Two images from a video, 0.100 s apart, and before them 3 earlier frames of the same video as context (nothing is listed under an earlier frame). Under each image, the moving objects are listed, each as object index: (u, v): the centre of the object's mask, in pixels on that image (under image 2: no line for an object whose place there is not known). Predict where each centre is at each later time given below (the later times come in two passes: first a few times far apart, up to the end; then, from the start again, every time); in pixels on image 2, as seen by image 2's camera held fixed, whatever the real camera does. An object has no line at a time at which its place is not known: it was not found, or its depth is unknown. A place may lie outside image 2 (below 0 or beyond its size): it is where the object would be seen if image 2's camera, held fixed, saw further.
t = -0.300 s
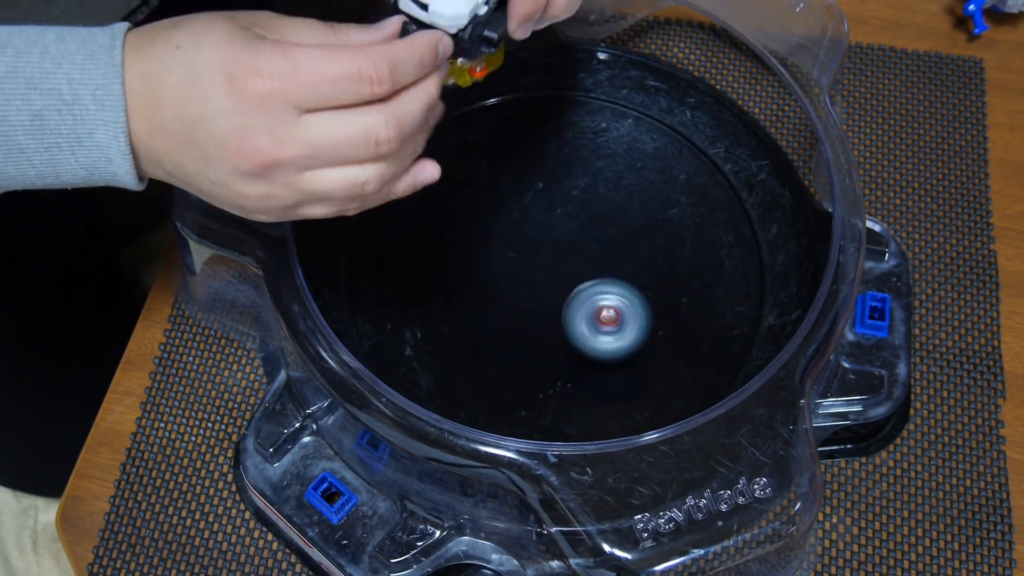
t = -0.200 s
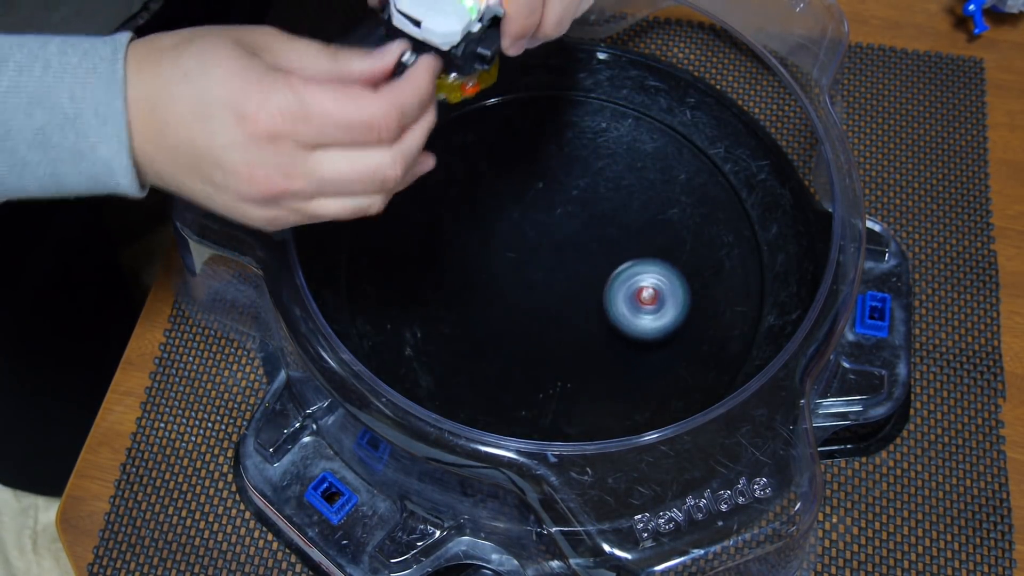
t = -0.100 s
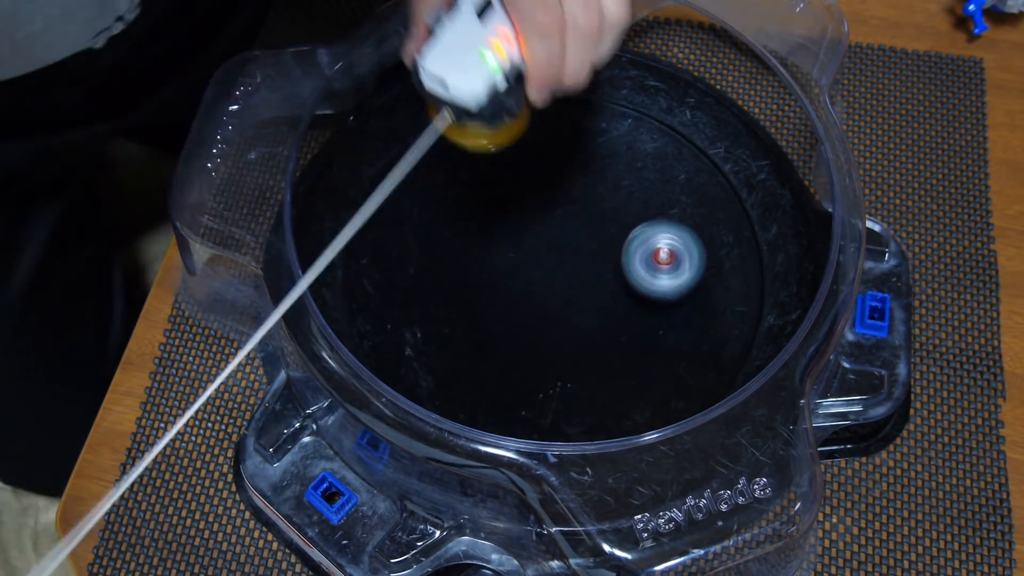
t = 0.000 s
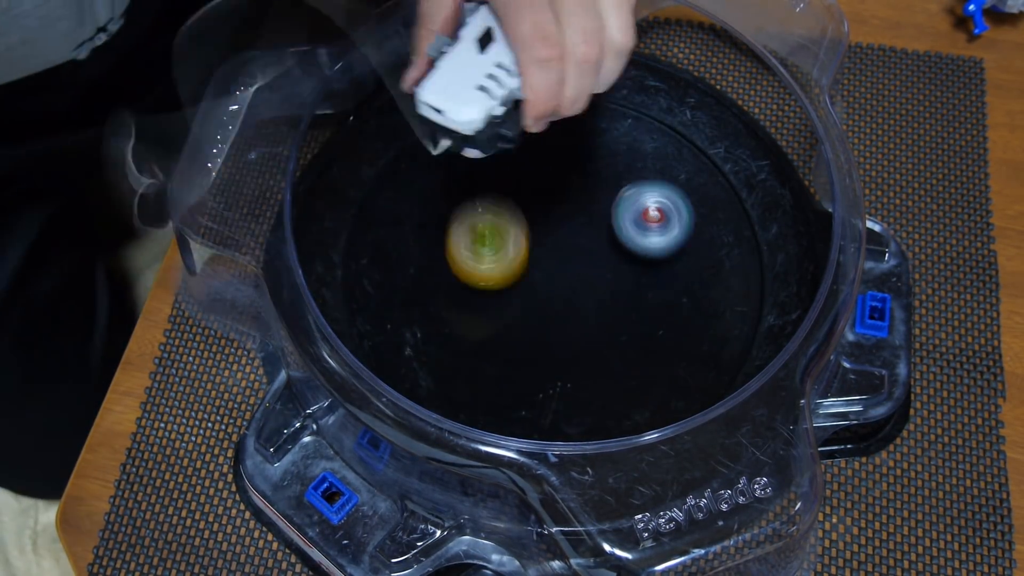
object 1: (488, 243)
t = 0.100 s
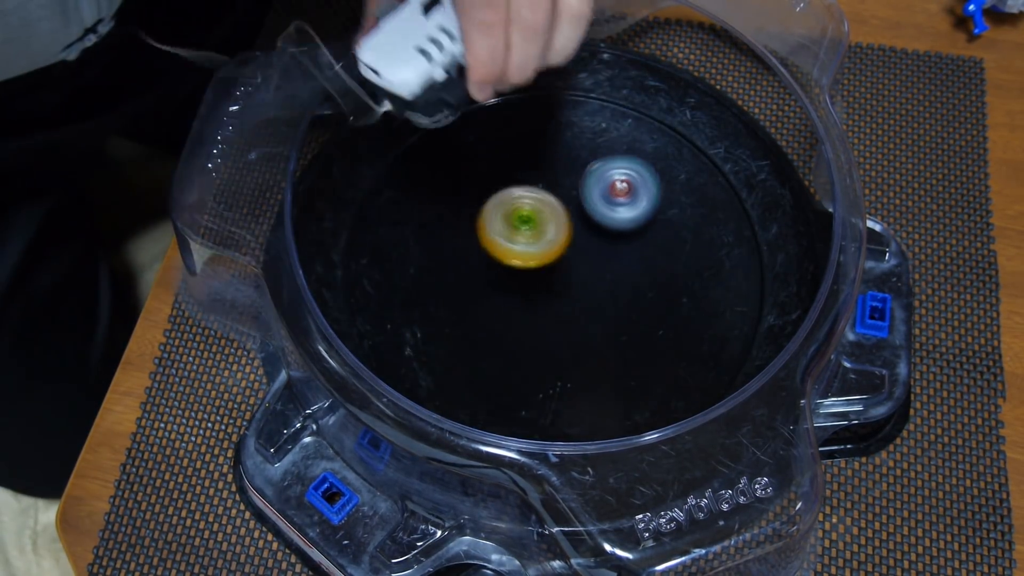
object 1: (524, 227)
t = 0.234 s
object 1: (579, 315)
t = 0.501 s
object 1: (648, 261)
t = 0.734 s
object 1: (536, 175)
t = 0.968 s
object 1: (437, 237)
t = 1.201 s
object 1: (543, 334)
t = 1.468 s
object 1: (665, 246)
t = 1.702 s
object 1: (580, 153)
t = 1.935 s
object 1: (462, 218)
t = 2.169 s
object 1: (480, 342)
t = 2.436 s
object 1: (632, 325)
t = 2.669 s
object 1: (640, 206)
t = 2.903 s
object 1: (586, 150)
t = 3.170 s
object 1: (522, 252)
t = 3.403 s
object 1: (529, 295)
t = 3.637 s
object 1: (556, 261)
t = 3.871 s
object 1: (555, 228)
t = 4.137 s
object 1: (517, 273)
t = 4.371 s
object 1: (469, 293)
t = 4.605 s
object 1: (494, 319)
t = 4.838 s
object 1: (539, 305)
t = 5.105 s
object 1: (526, 337)
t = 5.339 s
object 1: (536, 294)
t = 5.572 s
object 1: (552, 275)
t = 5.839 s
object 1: (542, 283)
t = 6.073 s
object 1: (537, 278)
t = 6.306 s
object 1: (456, 286)
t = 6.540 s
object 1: (520, 295)
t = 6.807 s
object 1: (552, 263)
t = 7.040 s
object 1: (529, 232)
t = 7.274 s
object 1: (529, 244)
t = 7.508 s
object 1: (526, 190)
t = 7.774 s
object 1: (554, 240)
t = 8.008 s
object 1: (575, 249)
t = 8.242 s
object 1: (591, 241)
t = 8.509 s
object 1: (601, 242)
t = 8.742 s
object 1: (608, 266)
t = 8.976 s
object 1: (609, 287)
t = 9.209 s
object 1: (648, 355)
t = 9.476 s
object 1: (631, 299)
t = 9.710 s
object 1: (566, 277)
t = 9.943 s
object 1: (530, 302)
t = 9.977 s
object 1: (527, 302)
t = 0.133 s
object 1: (539, 236)
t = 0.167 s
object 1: (553, 255)
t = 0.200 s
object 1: (567, 284)
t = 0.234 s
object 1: (579, 315)
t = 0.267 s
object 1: (596, 304)
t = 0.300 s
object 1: (613, 298)
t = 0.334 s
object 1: (628, 300)
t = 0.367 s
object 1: (641, 306)
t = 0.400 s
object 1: (646, 291)
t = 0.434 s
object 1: (649, 284)
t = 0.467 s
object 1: (650, 274)
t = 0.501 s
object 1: (648, 261)
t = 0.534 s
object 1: (641, 246)
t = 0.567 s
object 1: (631, 231)
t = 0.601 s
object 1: (616, 216)
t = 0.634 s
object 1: (599, 203)
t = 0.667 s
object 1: (580, 191)
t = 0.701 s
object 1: (559, 182)
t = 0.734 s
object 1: (536, 175)
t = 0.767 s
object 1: (515, 173)
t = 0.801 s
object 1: (496, 174)
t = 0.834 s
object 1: (478, 180)
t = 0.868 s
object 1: (462, 189)
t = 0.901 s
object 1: (449, 202)
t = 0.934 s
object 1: (441, 218)
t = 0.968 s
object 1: (437, 237)
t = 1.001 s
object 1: (439, 257)
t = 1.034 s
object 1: (446, 277)
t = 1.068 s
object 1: (458, 295)
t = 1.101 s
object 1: (475, 310)
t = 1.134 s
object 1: (496, 322)
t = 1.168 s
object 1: (519, 330)
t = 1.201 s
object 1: (543, 334)
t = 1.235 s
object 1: (568, 333)
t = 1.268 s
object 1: (591, 328)
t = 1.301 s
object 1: (612, 320)
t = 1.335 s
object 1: (630, 310)
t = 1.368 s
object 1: (645, 296)
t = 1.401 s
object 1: (656, 281)
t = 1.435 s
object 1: (663, 264)
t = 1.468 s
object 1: (665, 246)
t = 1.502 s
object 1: (664, 227)
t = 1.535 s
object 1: (658, 209)
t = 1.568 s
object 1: (648, 192)
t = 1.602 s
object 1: (634, 177)
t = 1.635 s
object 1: (617, 165)
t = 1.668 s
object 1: (599, 157)
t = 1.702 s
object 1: (580, 153)
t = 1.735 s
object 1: (559, 151)
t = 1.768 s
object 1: (538, 154)
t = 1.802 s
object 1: (518, 161)
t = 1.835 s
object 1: (499, 172)
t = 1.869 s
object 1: (483, 186)
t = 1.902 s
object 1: (470, 201)
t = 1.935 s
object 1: (462, 218)
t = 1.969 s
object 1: (459, 236)
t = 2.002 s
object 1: (461, 254)
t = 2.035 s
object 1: (460, 274)
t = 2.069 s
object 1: (456, 294)
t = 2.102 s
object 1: (459, 311)
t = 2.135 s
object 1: (467, 328)
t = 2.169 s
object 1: (480, 342)
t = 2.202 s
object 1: (499, 354)
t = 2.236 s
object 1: (520, 361)
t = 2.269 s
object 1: (541, 363)
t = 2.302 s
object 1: (564, 362)
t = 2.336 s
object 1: (584, 357)
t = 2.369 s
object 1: (602, 349)
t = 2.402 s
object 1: (619, 339)
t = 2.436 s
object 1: (632, 325)
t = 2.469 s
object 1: (644, 309)
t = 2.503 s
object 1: (652, 290)
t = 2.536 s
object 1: (658, 270)
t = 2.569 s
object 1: (659, 250)
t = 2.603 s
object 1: (657, 233)
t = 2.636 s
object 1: (651, 218)
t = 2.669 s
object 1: (640, 206)
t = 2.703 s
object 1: (627, 196)
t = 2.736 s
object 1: (611, 190)
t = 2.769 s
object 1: (603, 178)
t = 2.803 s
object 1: (601, 164)
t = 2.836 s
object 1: (597, 154)
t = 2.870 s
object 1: (592, 149)
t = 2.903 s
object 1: (586, 150)
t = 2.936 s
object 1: (579, 155)
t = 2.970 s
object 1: (572, 165)
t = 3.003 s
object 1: (563, 177)
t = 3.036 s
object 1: (553, 192)
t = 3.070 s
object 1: (542, 206)
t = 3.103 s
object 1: (532, 221)
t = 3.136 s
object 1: (525, 236)
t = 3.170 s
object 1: (522, 252)
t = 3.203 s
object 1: (522, 267)
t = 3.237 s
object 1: (526, 281)
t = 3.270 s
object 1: (526, 288)
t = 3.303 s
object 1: (524, 292)
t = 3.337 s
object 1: (523, 294)
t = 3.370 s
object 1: (525, 295)
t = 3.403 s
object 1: (529, 295)
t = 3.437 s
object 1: (535, 294)
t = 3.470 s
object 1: (543, 292)
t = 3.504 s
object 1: (552, 290)
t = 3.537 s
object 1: (560, 286)
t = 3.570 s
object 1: (558, 279)
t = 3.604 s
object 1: (557, 271)
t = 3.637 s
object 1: (556, 261)
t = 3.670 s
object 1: (556, 252)
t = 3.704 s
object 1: (558, 245)
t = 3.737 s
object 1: (561, 238)
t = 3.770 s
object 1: (565, 234)
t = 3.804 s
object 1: (565, 232)
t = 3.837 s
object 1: (560, 229)
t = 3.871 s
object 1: (555, 228)
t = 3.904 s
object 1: (549, 230)
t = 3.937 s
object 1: (541, 233)
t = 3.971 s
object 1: (533, 239)
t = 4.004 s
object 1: (526, 247)
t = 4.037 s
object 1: (521, 256)
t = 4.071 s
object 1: (519, 263)
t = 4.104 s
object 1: (517, 268)
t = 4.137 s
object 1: (517, 273)
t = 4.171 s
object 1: (519, 276)
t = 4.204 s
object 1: (521, 277)
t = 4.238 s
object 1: (525, 277)
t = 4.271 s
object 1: (521, 277)
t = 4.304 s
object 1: (499, 284)
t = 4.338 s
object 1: (481, 289)
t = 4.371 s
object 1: (469, 293)
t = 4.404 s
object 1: (463, 296)
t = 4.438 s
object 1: (462, 299)
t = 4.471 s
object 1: (464, 304)
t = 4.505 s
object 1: (470, 310)
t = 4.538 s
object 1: (477, 314)
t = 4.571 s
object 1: (486, 318)
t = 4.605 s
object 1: (494, 319)
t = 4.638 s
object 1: (502, 320)
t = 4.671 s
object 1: (510, 319)
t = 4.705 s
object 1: (517, 317)
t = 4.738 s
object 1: (524, 314)
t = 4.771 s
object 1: (531, 311)
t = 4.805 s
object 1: (536, 306)
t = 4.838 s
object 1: (539, 305)
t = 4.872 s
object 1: (538, 310)
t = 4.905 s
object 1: (538, 311)
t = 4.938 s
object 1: (541, 309)
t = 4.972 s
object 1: (545, 306)
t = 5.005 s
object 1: (540, 318)
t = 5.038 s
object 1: (534, 329)
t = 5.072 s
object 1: (530, 335)
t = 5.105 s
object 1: (526, 337)
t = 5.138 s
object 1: (524, 336)
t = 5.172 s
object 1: (523, 331)
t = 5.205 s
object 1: (523, 324)
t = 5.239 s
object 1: (525, 317)
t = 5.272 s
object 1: (528, 309)
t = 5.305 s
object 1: (532, 301)
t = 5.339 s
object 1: (536, 294)
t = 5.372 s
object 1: (540, 287)
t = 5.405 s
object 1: (544, 281)
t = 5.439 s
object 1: (548, 275)
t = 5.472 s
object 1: (552, 269)
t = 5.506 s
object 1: (556, 266)
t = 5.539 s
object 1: (555, 270)
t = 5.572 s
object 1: (552, 275)
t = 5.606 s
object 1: (550, 278)
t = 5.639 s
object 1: (548, 280)
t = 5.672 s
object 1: (548, 281)
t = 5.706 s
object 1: (548, 281)
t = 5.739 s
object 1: (548, 279)
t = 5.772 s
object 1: (548, 278)
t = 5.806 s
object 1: (547, 279)
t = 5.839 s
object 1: (542, 283)
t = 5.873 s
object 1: (539, 285)
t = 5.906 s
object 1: (536, 285)
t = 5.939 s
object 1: (534, 285)
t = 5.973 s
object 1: (534, 284)
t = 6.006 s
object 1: (534, 283)
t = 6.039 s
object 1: (535, 280)
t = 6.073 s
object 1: (537, 278)
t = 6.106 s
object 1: (539, 276)
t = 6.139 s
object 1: (521, 279)
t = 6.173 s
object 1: (498, 284)
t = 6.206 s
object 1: (478, 286)
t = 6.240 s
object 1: (465, 288)
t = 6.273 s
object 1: (458, 287)
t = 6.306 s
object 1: (456, 286)
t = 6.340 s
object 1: (460, 285)
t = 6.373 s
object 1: (467, 286)
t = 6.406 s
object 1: (475, 288)
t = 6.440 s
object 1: (485, 291)
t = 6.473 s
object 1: (497, 293)
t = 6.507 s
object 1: (508, 294)
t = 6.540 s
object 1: (520, 295)
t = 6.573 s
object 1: (531, 295)
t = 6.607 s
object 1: (541, 296)
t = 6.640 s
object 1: (549, 293)
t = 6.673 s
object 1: (555, 291)
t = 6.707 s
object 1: (560, 285)
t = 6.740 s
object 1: (562, 279)
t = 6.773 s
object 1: (562, 270)
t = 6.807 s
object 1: (552, 263)
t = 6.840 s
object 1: (545, 255)
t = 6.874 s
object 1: (539, 248)
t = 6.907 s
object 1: (536, 241)
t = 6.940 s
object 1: (533, 238)
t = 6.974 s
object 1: (531, 234)
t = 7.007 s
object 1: (530, 233)
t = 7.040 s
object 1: (529, 232)
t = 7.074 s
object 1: (529, 233)
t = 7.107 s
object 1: (529, 234)
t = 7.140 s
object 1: (529, 237)
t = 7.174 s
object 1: (529, 238)
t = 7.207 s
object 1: (529, 241)
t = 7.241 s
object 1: (528, 243)
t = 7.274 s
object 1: (529, 244)
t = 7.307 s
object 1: (525, 235)
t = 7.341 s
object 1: (522, 218)
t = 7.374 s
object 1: (519, 207)
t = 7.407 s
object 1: (519, 197)
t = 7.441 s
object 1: (520, 193)
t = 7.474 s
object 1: (522, 190)
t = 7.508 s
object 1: (526, 190)
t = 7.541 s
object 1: (529, 193)
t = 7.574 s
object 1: (533, 197)
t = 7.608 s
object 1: (537, 203)
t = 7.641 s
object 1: (540, 210)
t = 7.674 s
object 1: (544, 217)
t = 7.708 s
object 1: (548, 225)
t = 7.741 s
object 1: (551, 232)
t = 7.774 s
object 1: (554, 240)
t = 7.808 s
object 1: (555, 246)
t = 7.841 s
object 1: (558, 250)
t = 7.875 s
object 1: (561, 251)
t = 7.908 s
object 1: (566, 250)
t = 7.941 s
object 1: (570, 249)
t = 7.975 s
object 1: (574, 250)
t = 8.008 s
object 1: (575, 249)
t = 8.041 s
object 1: (577, 248)
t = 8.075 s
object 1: (579, 248)
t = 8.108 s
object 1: (579, 247)
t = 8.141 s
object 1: (583, 244)
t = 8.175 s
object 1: (586, 243)
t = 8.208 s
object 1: (588, 242)
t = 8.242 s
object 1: (591, 241)
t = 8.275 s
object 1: (595, 240)
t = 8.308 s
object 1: (596, 239)
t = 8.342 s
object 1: (597, 238)
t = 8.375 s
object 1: (598, 238)
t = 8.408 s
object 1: (597, 239)
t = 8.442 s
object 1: (596, 239)
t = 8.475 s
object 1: (598, 240)
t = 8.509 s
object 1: (601, 242)
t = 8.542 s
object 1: (603, 245)
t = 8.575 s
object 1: (603, 247)
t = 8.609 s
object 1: (603, 250)
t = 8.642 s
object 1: (605, 255)
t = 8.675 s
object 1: (607, 259)
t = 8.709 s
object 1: (608, 263)
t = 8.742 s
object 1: (608, 266)
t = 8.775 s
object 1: (606, 269)
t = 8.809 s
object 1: (603, 272)
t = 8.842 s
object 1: (608, 278)
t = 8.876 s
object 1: (612, 282)
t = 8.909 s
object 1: (614, 285)
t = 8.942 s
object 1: (612, 287)
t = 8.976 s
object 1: (609, 287)
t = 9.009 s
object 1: (606, 285)
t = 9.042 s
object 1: (602, 283)
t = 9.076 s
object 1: (609, 297)
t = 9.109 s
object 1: (623, 318)
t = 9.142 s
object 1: (636, 335)
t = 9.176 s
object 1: (644, 347)
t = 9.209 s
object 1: (648, 355)
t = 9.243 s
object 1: (650, 357)
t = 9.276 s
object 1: (649, 355)
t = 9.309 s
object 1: (648, 349)
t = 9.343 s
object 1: (646, 341)
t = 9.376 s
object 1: (643, 331)
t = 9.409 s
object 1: (640, 320)
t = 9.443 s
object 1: (636, 309)
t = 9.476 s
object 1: (631, 299)
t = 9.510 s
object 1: (624, 290)
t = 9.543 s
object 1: (615, 281)
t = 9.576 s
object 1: (605, 274)
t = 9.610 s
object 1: (594, 268)
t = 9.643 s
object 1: (583, 262)
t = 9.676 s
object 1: (575, 267)
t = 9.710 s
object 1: (566, 277)
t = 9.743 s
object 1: (557, 284)
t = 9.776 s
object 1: (549, 291)
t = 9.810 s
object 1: (544, 295)
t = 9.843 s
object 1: (539, 299)
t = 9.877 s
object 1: (535, 301)
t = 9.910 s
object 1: (533, 302)
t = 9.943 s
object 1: (530, 302)
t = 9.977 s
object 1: (527, 302)
